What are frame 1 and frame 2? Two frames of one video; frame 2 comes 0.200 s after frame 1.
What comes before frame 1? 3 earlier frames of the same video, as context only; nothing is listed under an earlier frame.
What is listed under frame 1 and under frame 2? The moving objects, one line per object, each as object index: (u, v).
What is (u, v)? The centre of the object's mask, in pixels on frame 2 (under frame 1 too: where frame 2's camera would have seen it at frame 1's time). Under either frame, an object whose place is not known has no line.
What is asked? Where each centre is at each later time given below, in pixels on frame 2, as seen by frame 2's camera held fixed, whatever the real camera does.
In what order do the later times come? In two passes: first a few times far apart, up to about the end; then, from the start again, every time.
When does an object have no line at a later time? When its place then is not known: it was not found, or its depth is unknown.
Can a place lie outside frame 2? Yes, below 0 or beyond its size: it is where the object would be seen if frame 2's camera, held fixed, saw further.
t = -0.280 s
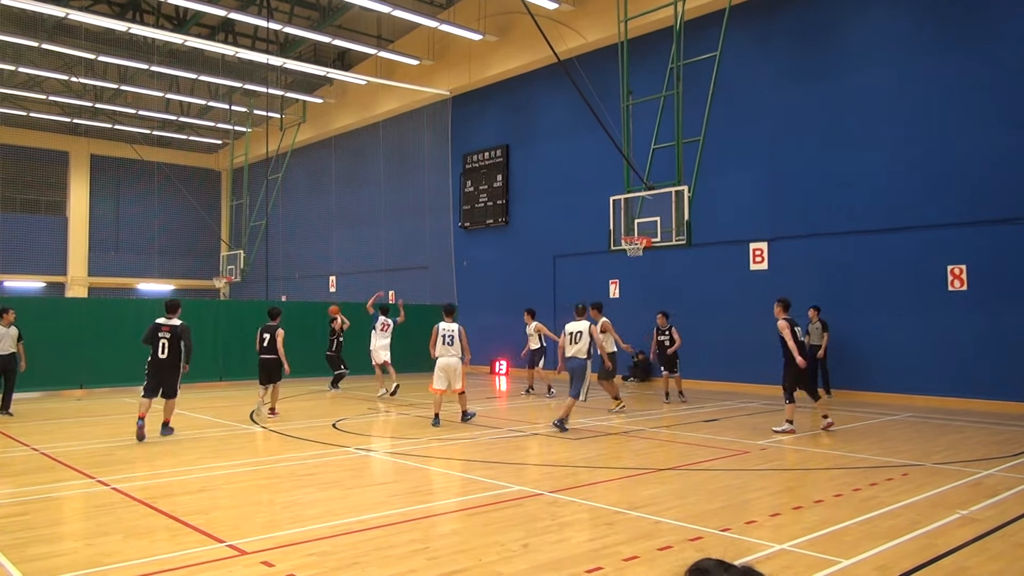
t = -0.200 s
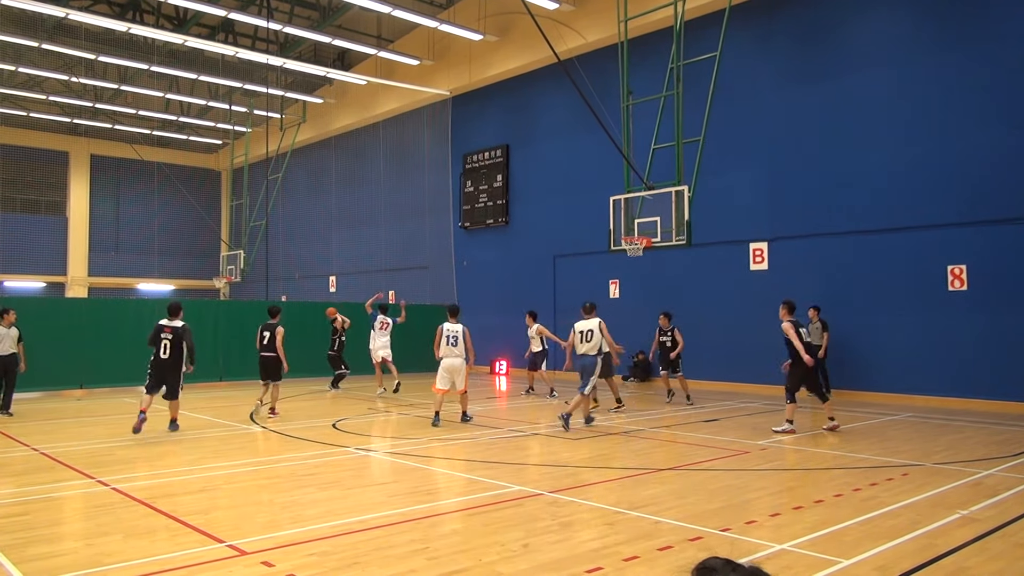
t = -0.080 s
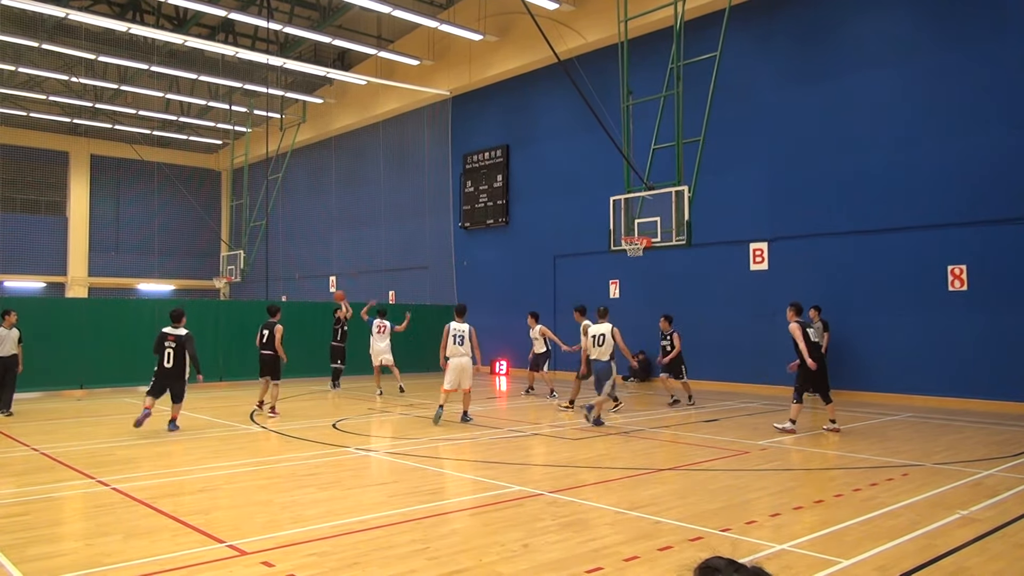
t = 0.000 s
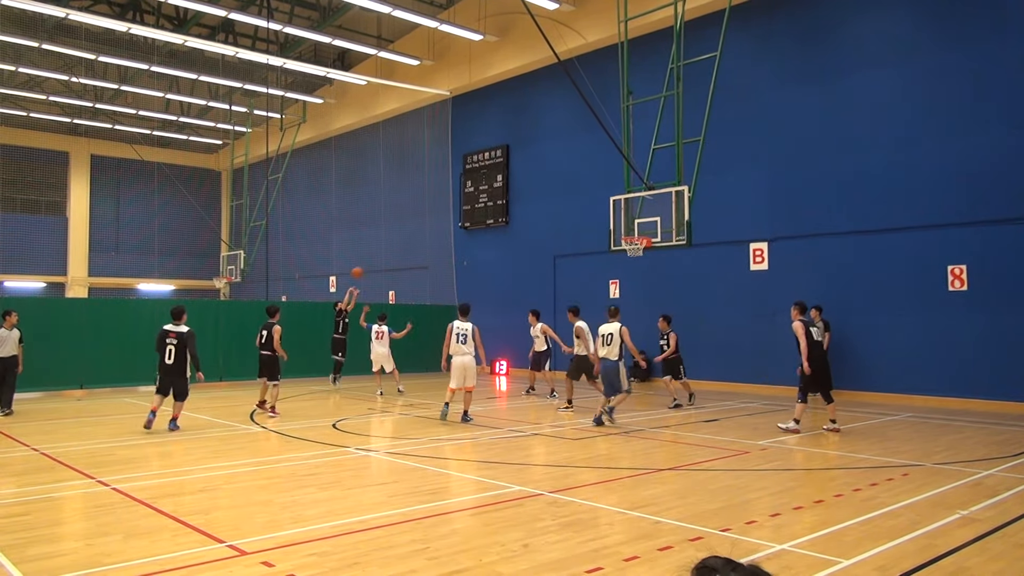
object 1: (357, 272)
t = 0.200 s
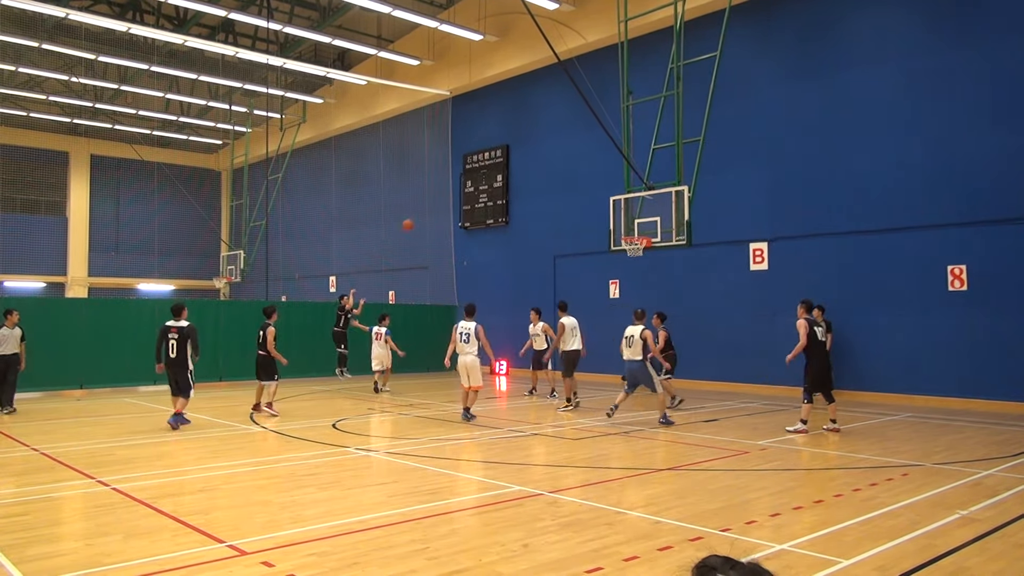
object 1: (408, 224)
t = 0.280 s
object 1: (428, 210)
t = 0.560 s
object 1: (501, 184)
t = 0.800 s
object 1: (567, 192)
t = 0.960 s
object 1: (611, 215)
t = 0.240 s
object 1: (418, 217)
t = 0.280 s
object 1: (428, 210)
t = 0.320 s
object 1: (438, 205)
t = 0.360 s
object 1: (449, 199)
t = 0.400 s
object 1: (459, 195)
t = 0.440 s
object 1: (470, 192)
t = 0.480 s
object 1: (481, 188)
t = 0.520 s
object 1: (491, 186)
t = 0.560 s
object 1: (501, 184)
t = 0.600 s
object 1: (513, 184)
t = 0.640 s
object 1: (523, 184)
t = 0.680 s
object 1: (535, 185)
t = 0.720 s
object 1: (545, 186)
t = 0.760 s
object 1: (556, 189)
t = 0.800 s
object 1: (567, 192)
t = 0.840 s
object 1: (579, 197)
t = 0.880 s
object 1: (590, 202)
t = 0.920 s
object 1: (601, 208)
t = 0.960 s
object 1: (611, 215)
